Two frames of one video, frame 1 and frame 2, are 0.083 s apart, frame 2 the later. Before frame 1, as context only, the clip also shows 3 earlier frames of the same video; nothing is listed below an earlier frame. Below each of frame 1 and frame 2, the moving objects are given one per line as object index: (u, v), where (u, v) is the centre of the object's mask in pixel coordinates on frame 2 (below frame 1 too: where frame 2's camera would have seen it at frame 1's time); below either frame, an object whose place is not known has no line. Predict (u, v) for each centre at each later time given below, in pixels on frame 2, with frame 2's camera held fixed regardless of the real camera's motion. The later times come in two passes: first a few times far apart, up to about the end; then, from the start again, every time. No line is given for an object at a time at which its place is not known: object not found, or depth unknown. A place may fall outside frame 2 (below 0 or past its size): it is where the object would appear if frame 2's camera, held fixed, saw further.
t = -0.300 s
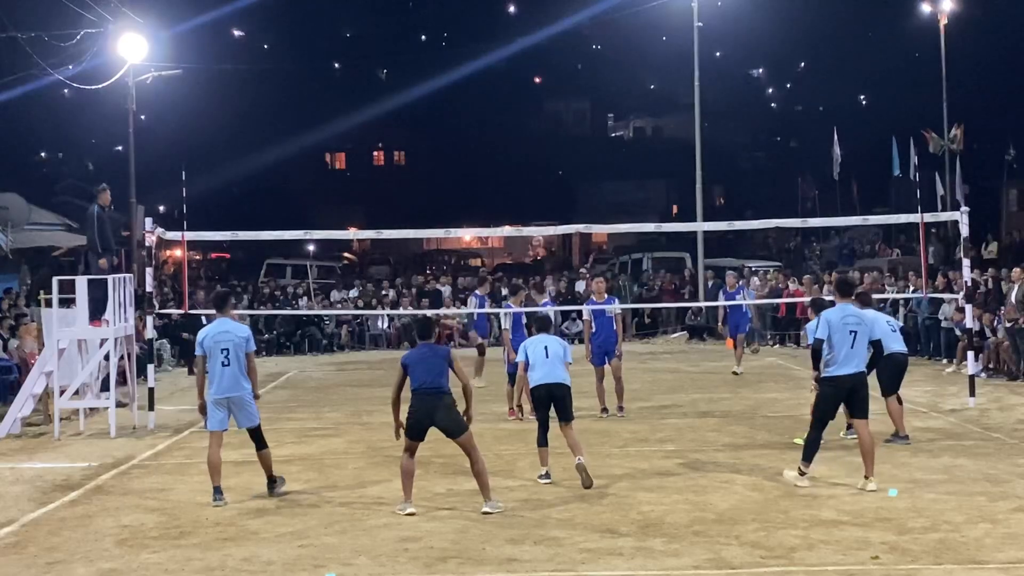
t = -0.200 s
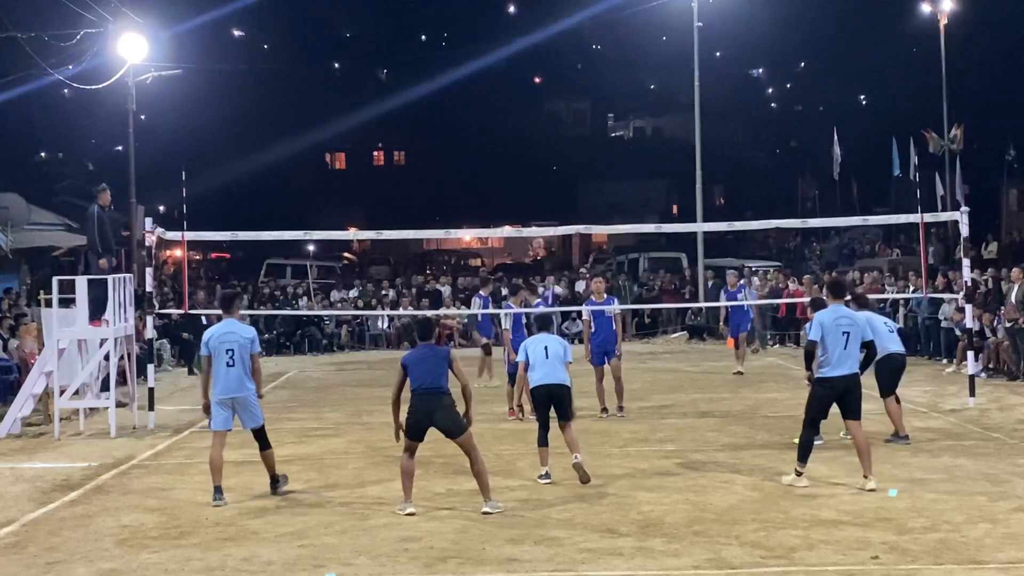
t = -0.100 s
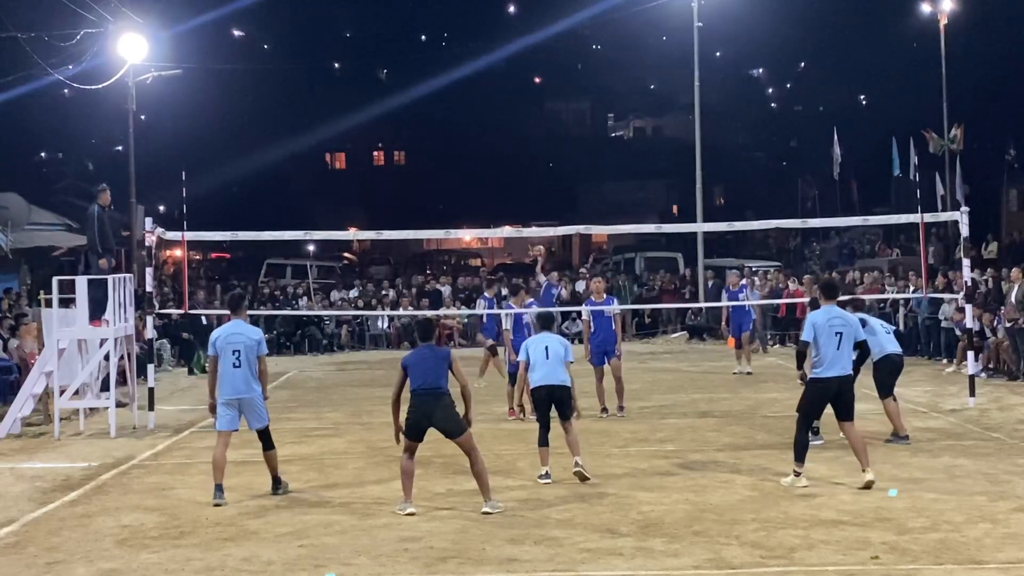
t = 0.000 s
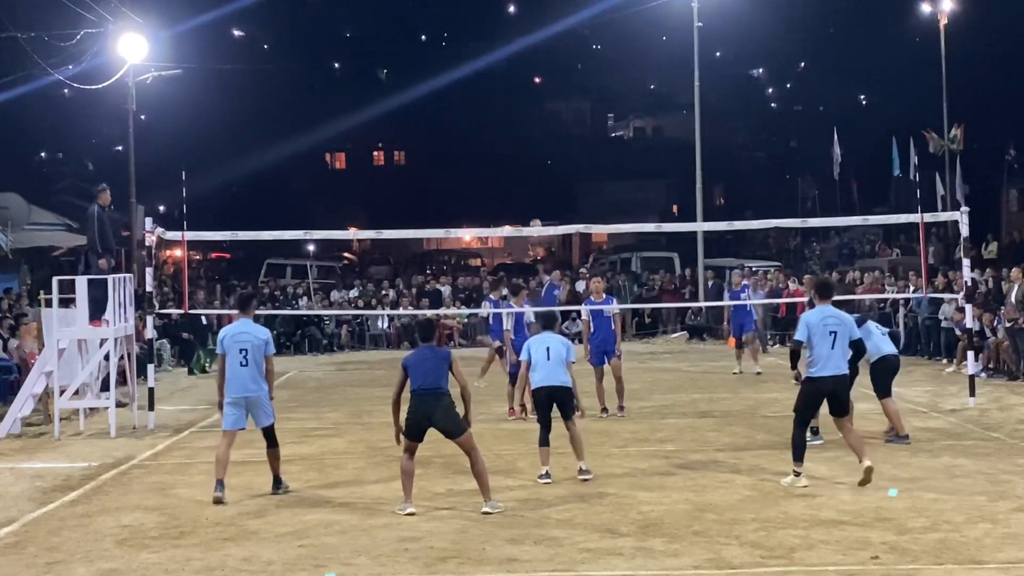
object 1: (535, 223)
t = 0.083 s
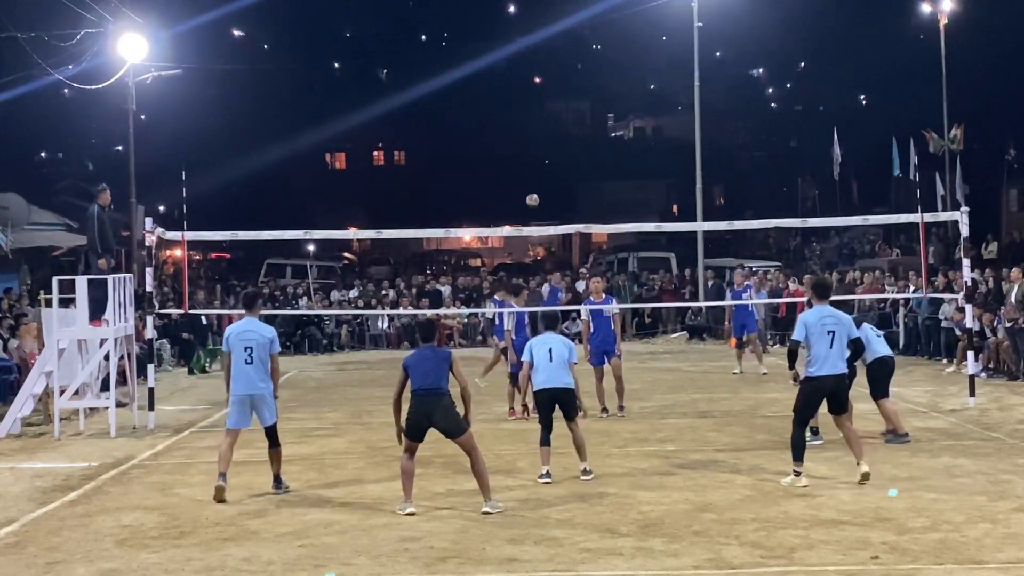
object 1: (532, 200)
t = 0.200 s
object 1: (530, 168)
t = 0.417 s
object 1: (531, 126)
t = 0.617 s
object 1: (540, 111)
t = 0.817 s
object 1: (555, 126)
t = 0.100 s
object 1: (532, 195)
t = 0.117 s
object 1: (531, 190)
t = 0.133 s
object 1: (531, 186)
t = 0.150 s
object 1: (531, 181)
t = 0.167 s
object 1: (530, 177)
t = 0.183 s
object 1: (530, 173)
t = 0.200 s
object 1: (530, 168)
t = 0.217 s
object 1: (530, 164)
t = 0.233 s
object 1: (530, 160)
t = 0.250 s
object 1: (530, 156)
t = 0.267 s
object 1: (530, 153)
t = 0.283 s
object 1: (530, 149)
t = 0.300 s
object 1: (530, 146)
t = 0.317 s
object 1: (530, 143)
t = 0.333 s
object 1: (530, 140)
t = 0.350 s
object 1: (530, 137)
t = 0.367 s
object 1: (531, 134)
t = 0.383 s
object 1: (531, 131)
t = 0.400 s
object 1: (531, 129)
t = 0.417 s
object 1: (531, 126)
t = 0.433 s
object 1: (532, 124)
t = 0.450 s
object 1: (532, 122)
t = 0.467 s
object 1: (533, 120)
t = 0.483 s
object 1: (533, 118)
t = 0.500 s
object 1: (534, 117)
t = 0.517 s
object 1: (535, 115)
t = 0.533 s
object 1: (536, 114)
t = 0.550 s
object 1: (536, 113)
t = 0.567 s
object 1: (537, 112)
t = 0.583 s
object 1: (538, 111)
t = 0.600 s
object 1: (539, 111)
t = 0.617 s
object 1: (540, 111)
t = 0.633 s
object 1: (542, 110)
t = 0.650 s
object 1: (543, 111)
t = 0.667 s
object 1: (544, 111)
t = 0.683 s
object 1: (545, 112)
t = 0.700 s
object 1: (546, 112)
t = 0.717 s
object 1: (547, 113)
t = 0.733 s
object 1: (548, 115)
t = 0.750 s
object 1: (550, 116)
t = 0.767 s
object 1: (551, 118)
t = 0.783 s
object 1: (552, 121)
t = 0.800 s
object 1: (554, 123)
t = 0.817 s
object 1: (555, 126)
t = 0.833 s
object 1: (557, 129)
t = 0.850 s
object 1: (559, 133)
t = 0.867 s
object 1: (560, 136)
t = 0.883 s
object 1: (562, 141)
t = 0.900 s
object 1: (564, 145)
